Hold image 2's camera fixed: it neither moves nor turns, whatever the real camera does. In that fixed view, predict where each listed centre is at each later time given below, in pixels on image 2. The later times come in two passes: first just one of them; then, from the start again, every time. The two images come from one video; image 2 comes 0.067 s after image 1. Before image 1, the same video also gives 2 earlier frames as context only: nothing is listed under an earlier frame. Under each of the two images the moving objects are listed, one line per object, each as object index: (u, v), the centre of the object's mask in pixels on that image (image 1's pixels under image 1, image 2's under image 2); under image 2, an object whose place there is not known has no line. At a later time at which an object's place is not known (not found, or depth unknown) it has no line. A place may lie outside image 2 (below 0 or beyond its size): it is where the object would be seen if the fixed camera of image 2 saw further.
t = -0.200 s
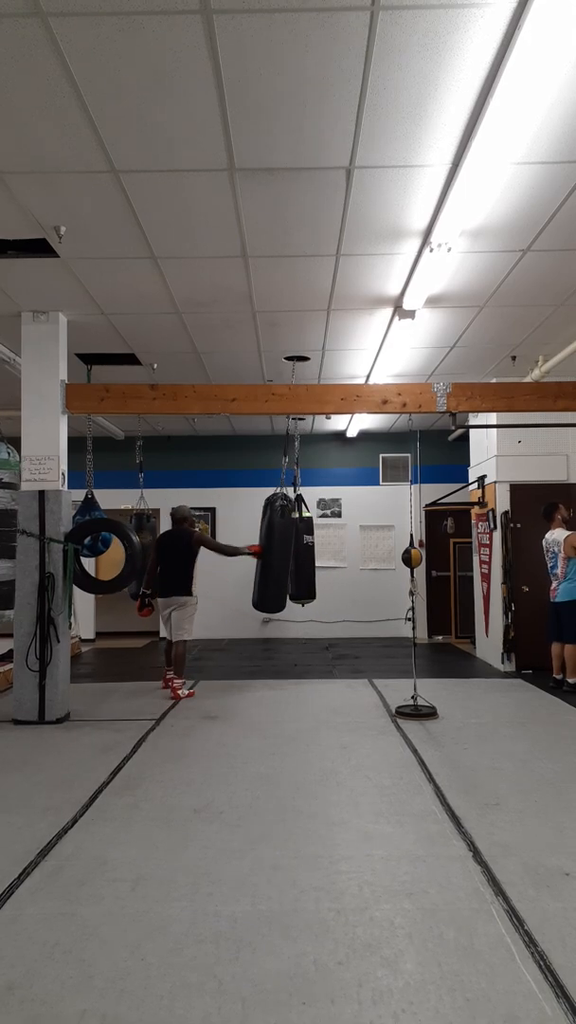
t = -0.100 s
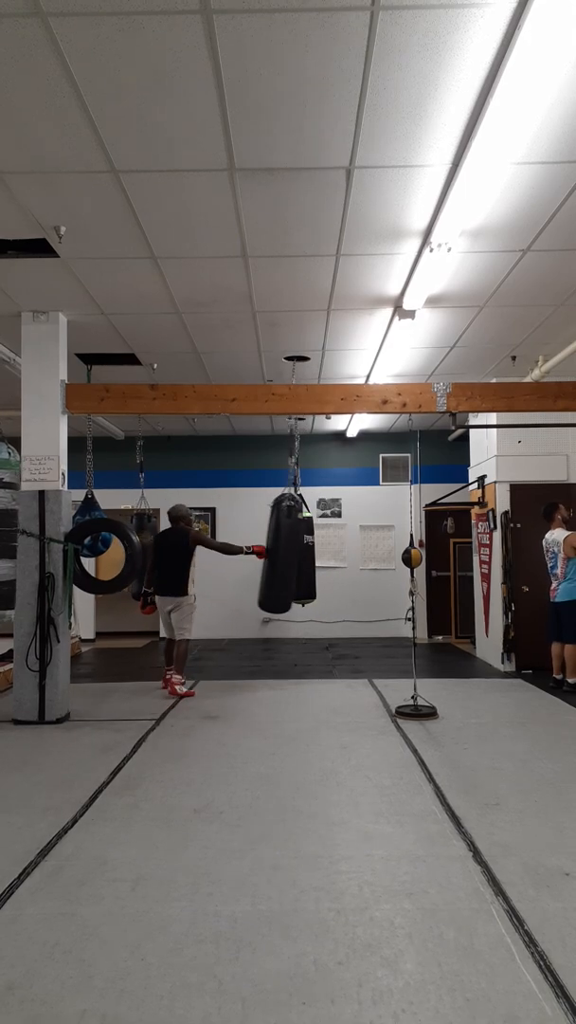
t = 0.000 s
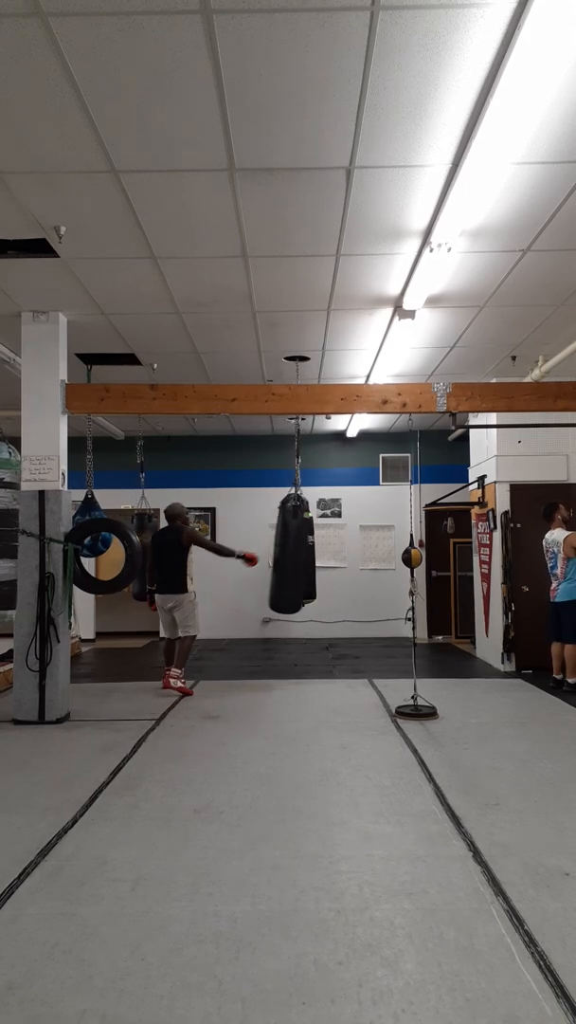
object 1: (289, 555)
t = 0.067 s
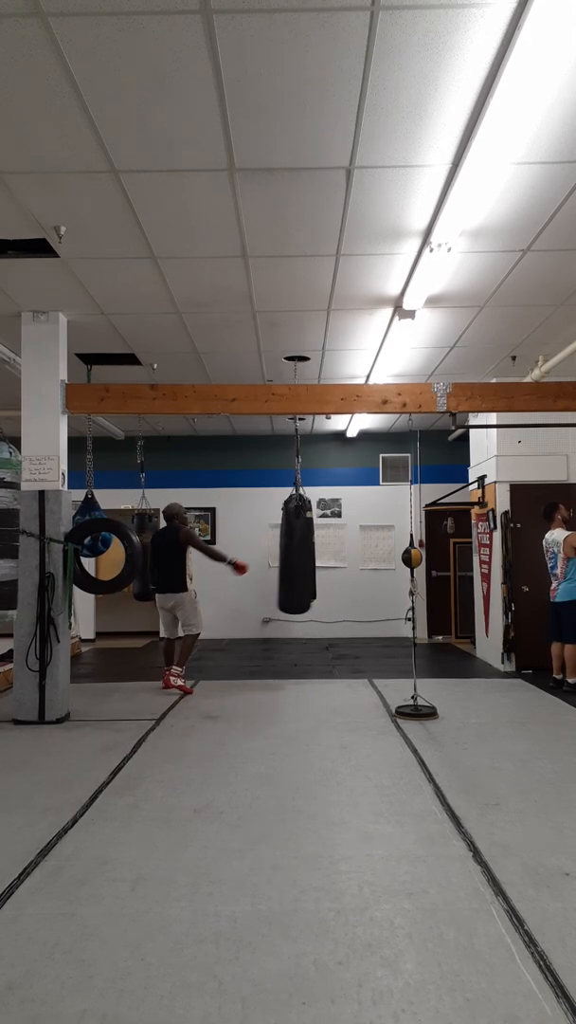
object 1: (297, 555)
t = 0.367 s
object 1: (321, 551)
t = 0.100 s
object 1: (299, 555)
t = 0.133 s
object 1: (301, 555)
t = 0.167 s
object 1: (304, 555)
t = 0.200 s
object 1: (307, 554)
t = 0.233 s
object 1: (310, 554)
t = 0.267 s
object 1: (313, 553)
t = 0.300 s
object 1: (316, 552)
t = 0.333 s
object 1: (318, 552)
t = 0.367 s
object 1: (321, 551)
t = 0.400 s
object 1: (325, 551)
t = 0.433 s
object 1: (328, 552)
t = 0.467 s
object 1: (330, 551)
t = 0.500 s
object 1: (332, 551)
